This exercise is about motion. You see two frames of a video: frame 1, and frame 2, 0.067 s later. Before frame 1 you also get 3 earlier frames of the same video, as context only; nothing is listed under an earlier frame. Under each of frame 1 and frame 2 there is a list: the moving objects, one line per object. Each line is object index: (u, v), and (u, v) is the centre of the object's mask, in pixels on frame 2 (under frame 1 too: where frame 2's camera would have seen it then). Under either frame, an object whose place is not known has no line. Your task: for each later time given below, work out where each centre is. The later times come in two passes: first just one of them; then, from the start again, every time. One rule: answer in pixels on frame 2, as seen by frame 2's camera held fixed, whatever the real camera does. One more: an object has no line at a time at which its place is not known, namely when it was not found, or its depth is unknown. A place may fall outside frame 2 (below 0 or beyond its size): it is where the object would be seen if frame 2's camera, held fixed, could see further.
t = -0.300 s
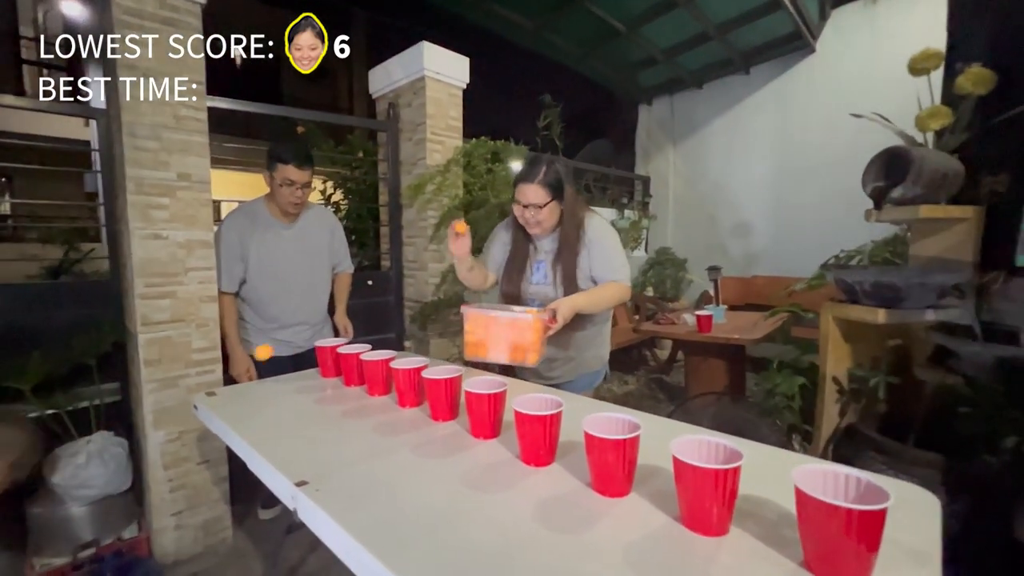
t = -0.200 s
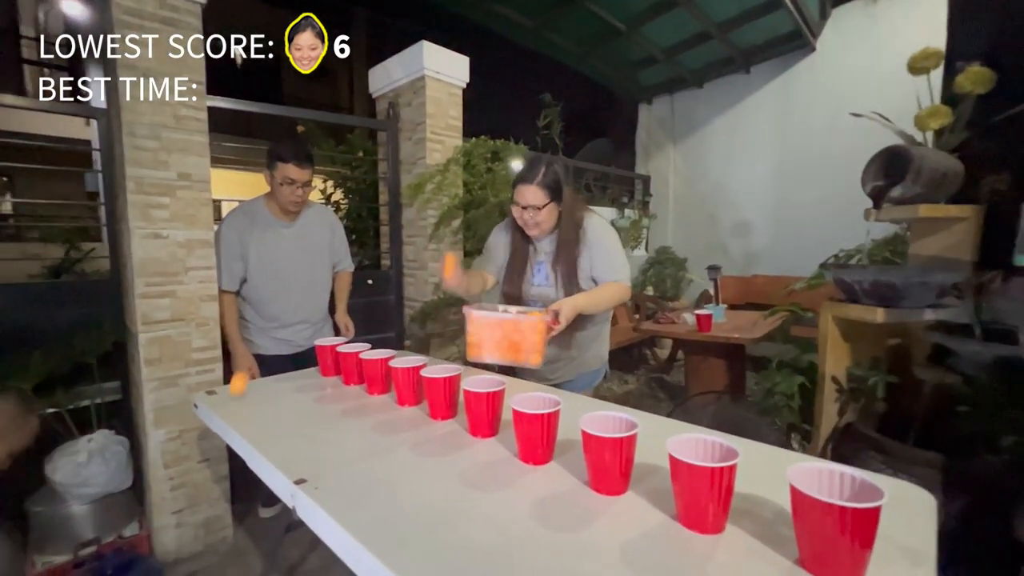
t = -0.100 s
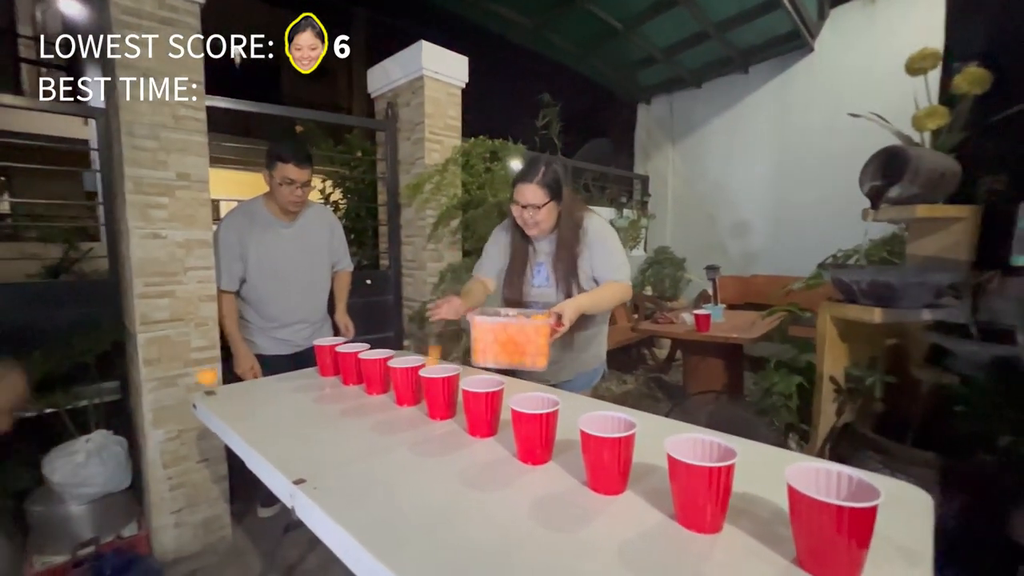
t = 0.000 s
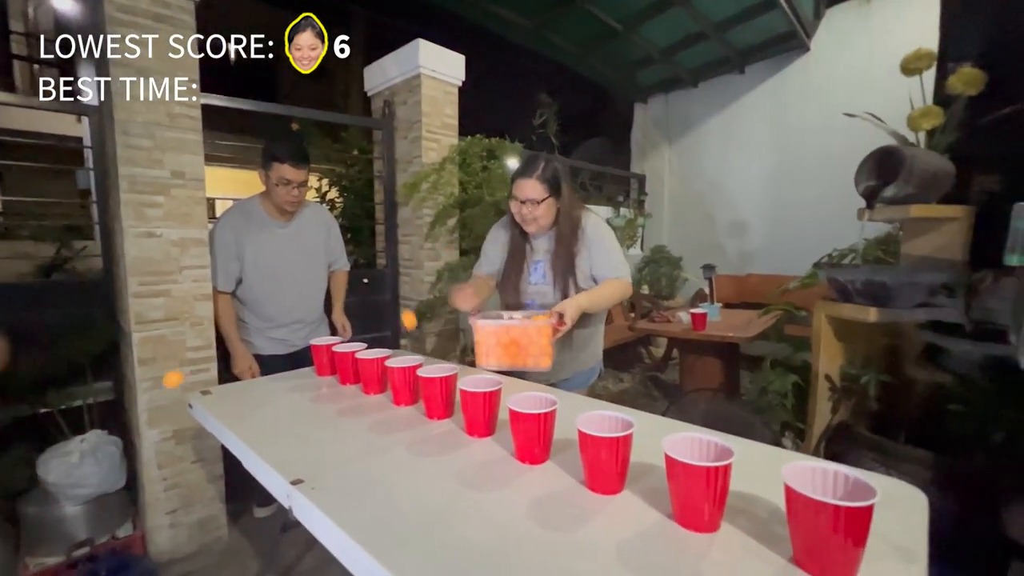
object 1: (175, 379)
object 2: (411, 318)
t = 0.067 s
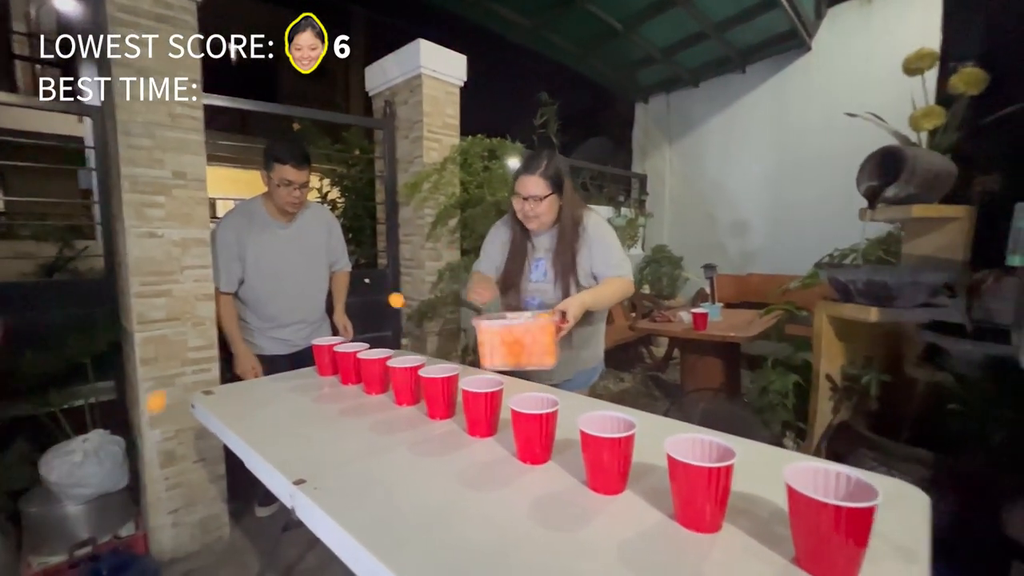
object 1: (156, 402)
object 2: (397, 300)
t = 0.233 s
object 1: (118, 532)
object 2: (361, 317)
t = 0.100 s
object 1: (146, 421)
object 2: (389, 296)
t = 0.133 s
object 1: (138, 444)
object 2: (382, 295)
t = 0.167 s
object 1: (131, 469)
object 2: (375, 299)
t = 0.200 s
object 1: (125, 500)
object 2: (368, 306)
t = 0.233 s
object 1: (118, 532)
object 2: (361, 317)
